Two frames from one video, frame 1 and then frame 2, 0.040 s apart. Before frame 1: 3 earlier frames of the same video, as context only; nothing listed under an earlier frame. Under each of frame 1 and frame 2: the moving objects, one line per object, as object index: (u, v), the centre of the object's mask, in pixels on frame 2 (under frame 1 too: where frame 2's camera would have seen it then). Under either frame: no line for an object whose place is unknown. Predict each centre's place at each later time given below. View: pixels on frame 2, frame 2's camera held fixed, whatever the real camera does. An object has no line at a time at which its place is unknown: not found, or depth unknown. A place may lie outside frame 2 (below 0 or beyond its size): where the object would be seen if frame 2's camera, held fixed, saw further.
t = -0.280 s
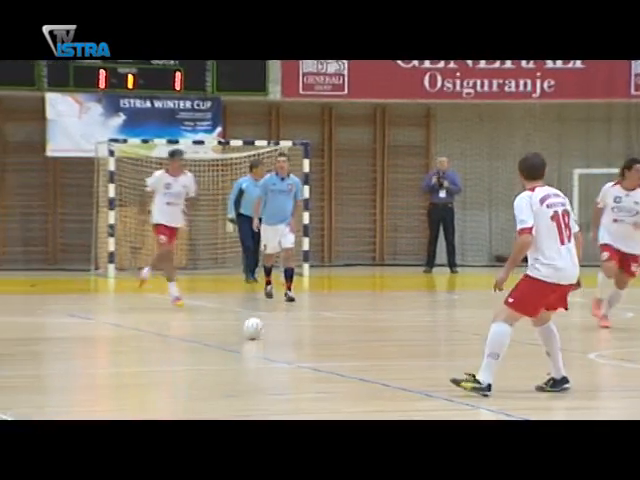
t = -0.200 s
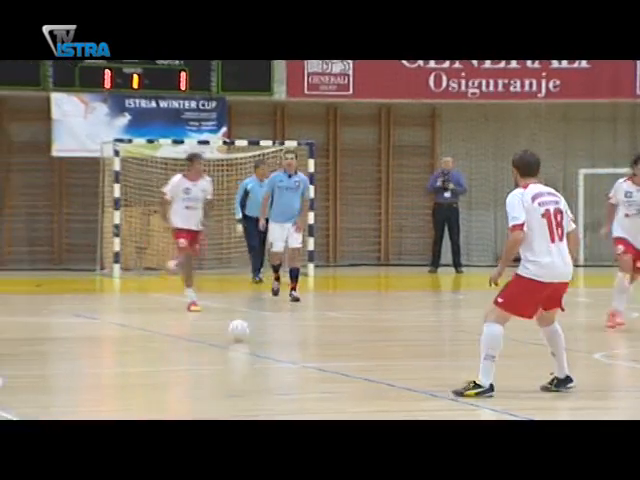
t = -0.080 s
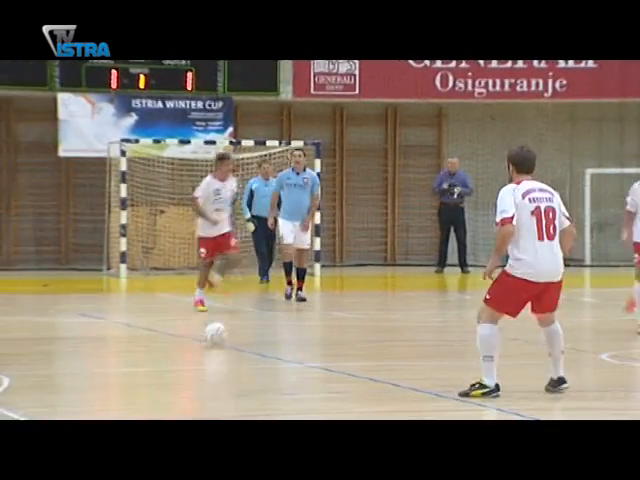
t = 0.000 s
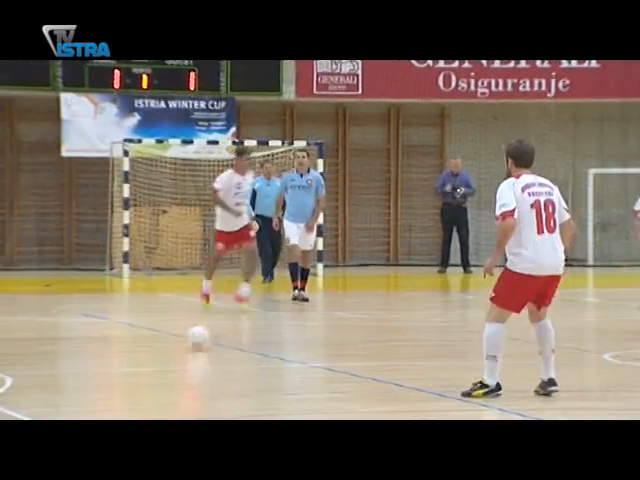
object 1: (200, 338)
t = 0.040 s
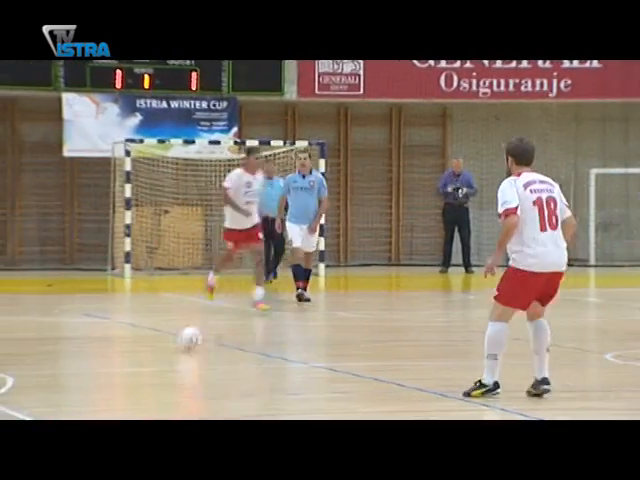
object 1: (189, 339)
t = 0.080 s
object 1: (179, 341)
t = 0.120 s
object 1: (169, 342)
